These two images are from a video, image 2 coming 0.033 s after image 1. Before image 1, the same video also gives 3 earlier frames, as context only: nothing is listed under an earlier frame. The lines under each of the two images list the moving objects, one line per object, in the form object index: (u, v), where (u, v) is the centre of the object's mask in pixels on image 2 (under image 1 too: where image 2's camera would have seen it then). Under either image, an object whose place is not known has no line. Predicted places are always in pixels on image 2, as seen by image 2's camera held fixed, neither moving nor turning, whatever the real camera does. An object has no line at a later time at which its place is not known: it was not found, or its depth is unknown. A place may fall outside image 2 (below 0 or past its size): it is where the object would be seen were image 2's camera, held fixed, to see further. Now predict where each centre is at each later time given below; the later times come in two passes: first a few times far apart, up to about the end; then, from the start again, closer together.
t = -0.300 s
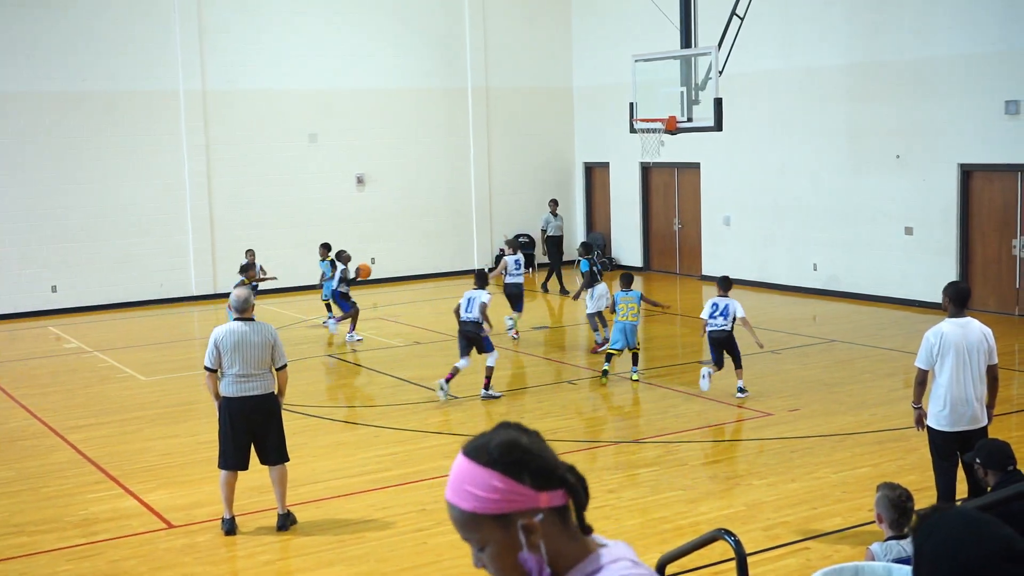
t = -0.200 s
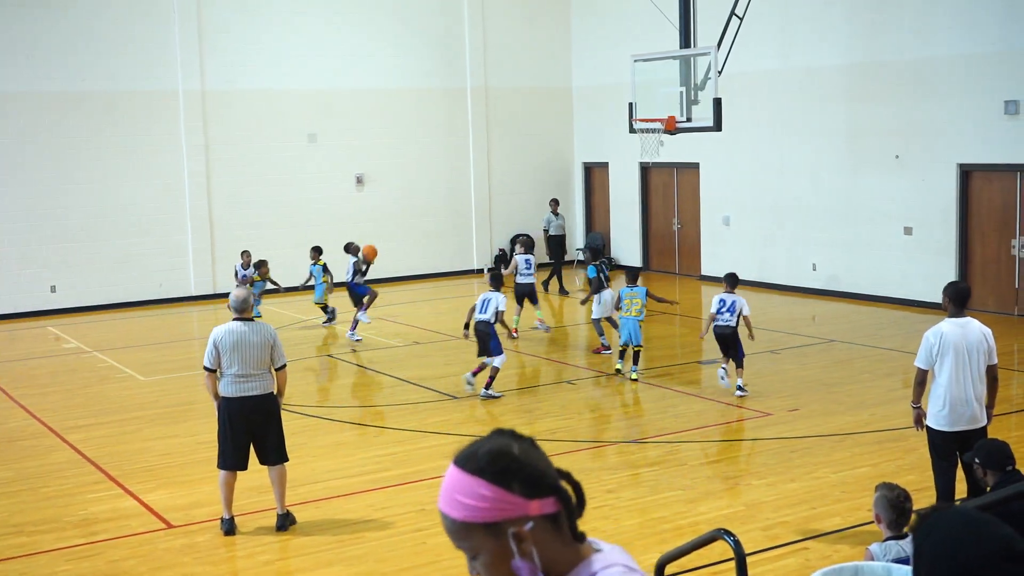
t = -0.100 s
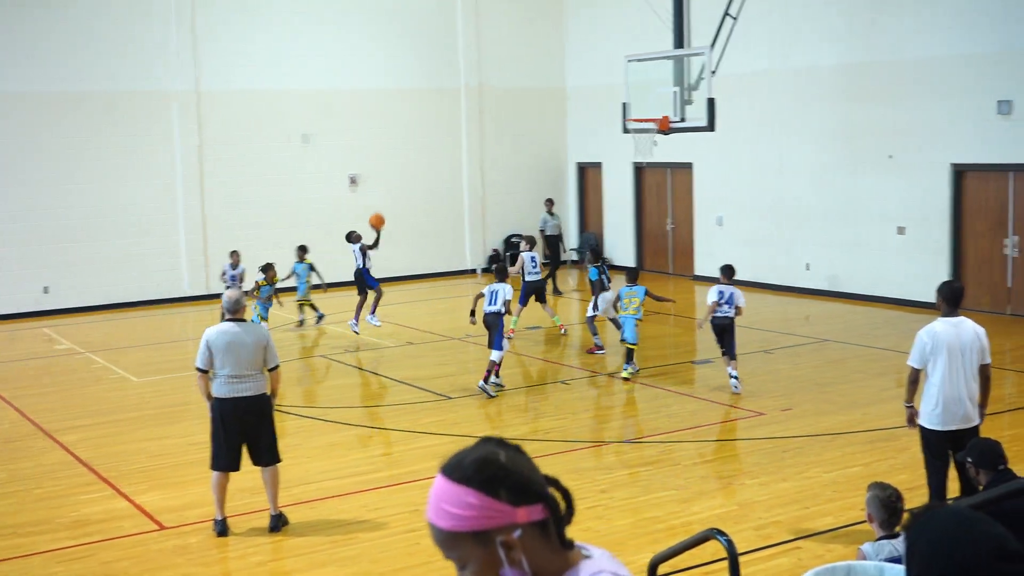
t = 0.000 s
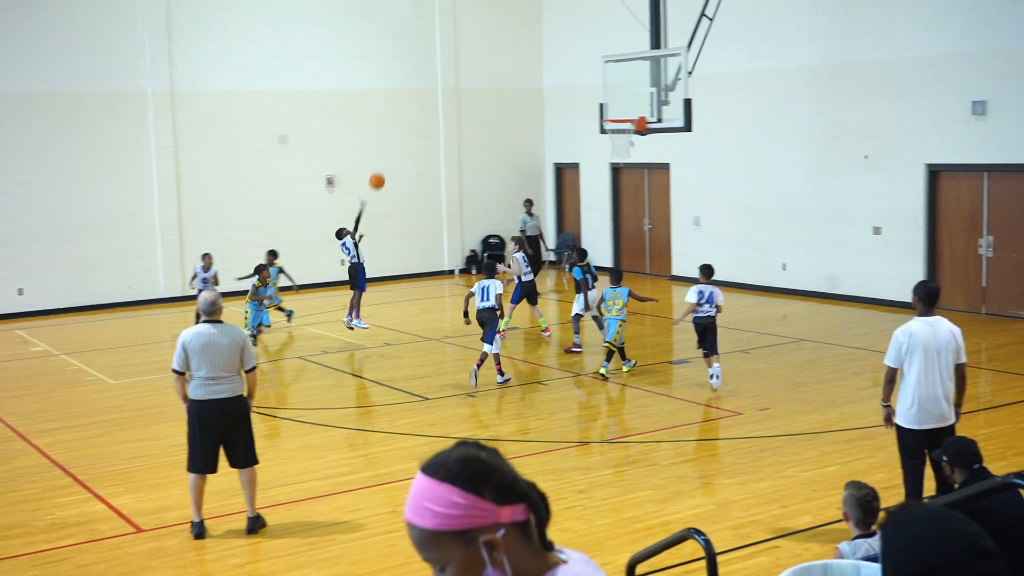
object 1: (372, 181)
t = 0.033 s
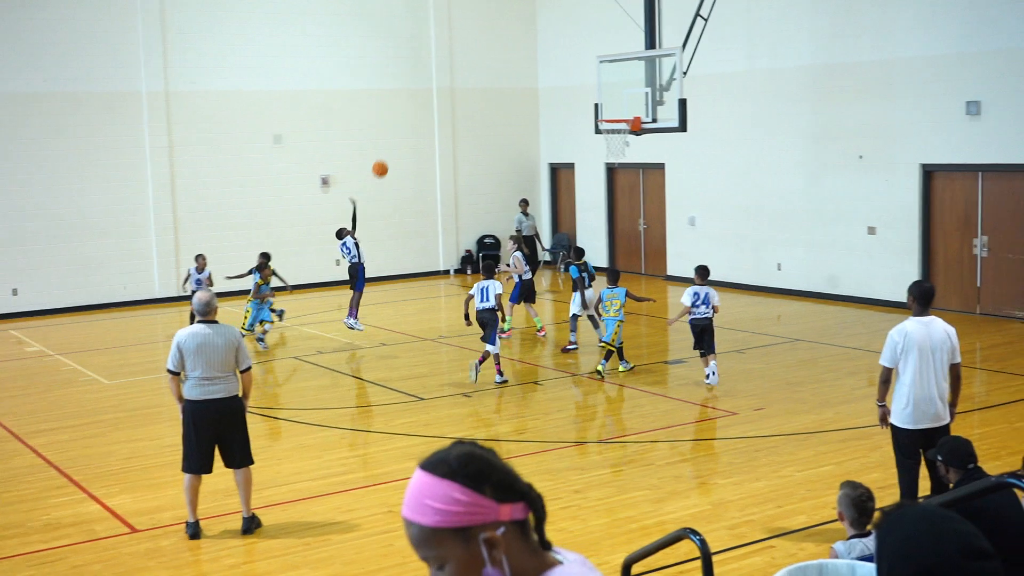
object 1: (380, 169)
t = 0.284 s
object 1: (442, 102)
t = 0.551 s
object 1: (509, 78)
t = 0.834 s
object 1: (582, 109)
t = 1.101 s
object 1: (547, 128)
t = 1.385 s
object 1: (496, 188)
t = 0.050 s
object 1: (384, 163)
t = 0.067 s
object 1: (388, 158)
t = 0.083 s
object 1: (392, 152)
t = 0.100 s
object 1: (396, 147)
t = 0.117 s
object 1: (400, 142)
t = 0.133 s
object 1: (404, 137)
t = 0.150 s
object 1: (408, 132)
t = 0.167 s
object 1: (412, 128)
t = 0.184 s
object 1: (417, 123)
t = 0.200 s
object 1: (421, 119)
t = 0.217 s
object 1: (425, 115)
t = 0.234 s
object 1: (429, 111)
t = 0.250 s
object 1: (433, 108)
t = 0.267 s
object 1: (438, 104)
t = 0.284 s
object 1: (442, 102)
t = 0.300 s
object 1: (446, 99)
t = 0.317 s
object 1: (450, 96)
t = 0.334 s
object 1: (454, 93)
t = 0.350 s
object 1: (459, 91)
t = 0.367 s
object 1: (463, 89)
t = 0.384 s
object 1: (467, 87)
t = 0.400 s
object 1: (471, 85)
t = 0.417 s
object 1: (475, 84)
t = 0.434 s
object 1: (480, 82)
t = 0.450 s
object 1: (484, 81)
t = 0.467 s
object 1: (488, 80)
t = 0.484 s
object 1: (492, 79)
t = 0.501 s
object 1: (497, 79)
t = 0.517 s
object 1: (501, 78)
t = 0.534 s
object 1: (505, 78)
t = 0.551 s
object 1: (509, 78)
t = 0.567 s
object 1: (514, 79)
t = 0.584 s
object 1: (518, 79)
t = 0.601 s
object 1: (522, 80)
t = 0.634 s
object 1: (531, 82)
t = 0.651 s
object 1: (535, 83)
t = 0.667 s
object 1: (539, 84)
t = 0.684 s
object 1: (544, 86)
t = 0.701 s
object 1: (548, 88)
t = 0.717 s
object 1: (552, 89)
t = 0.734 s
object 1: (557, 92)
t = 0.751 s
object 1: (561, 94)
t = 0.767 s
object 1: (565, 96)
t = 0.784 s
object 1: (570, 99)
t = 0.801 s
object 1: (574, 102)
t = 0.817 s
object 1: (578, 105)
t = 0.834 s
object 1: (582, 109)
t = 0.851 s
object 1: (587, 112)
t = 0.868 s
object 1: (591, 116)
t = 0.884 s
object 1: (591, 117)
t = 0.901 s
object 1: (588, 117)
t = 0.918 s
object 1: (584, 117)
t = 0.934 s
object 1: (581, 117)
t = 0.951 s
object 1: (577, 117)
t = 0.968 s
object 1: (574, 118)
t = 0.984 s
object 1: (570, 118)
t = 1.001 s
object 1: (567, 119)
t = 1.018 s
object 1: (564, 120)
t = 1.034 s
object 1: (560, 121)
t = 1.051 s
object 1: (557, 123)
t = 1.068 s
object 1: (554, 124)
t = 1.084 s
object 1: (550, 126)
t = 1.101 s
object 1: (547, 128)
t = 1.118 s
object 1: (544, 130)
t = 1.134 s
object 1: (541, 132)
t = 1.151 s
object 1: (538, 135)
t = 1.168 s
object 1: (534, 138)
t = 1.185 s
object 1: (531, 141)
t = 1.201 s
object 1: (528, 144)
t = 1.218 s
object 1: (525, 147)
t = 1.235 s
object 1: (522, 150)
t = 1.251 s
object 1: (519, 154)
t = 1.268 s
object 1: (516, 157)
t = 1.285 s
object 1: (513, 161)
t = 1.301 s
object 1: (510, 165)
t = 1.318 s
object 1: (507, 169)
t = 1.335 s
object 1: (504, 174)
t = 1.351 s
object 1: (502, 178)
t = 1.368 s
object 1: (499, 183)
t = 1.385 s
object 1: (496, 188)
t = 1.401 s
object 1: (493, 193)
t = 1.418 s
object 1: (491, 198)
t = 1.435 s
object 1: (488, 203)
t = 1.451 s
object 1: (485, 208)
